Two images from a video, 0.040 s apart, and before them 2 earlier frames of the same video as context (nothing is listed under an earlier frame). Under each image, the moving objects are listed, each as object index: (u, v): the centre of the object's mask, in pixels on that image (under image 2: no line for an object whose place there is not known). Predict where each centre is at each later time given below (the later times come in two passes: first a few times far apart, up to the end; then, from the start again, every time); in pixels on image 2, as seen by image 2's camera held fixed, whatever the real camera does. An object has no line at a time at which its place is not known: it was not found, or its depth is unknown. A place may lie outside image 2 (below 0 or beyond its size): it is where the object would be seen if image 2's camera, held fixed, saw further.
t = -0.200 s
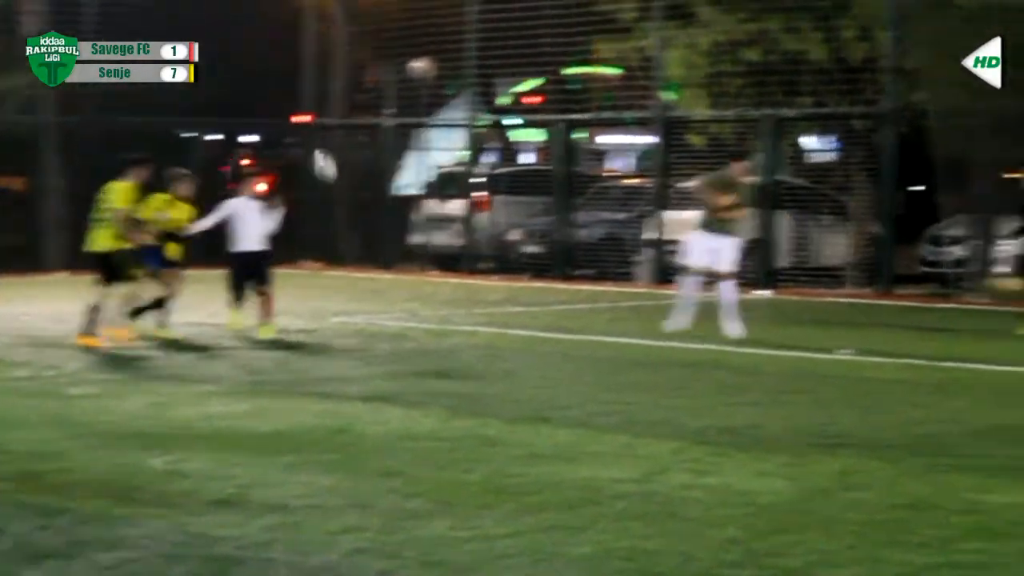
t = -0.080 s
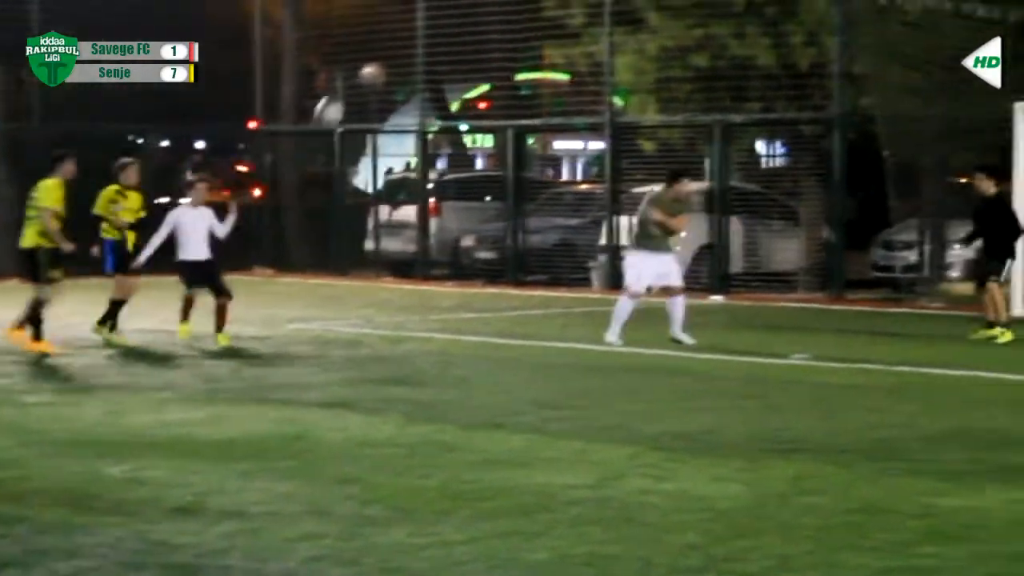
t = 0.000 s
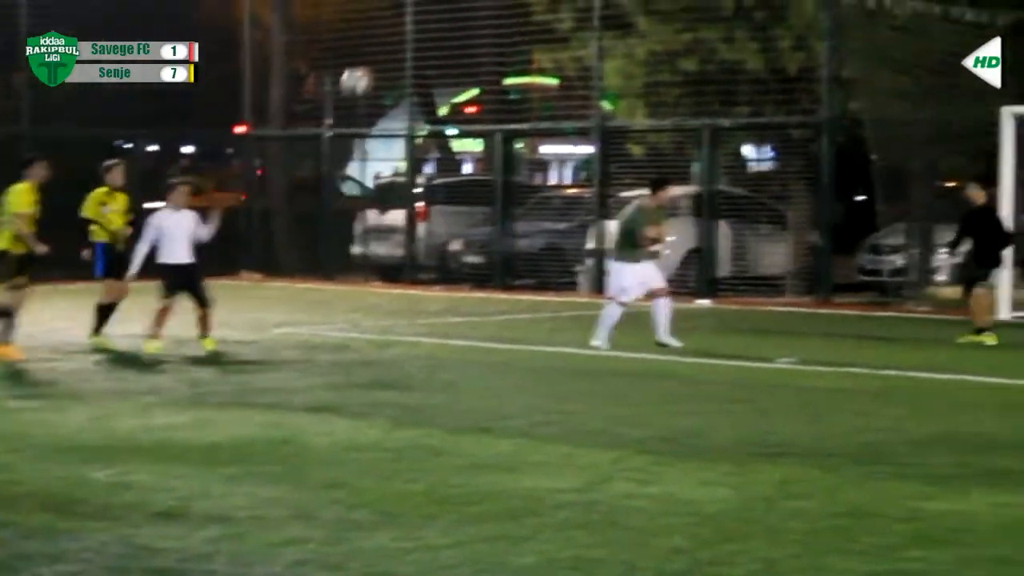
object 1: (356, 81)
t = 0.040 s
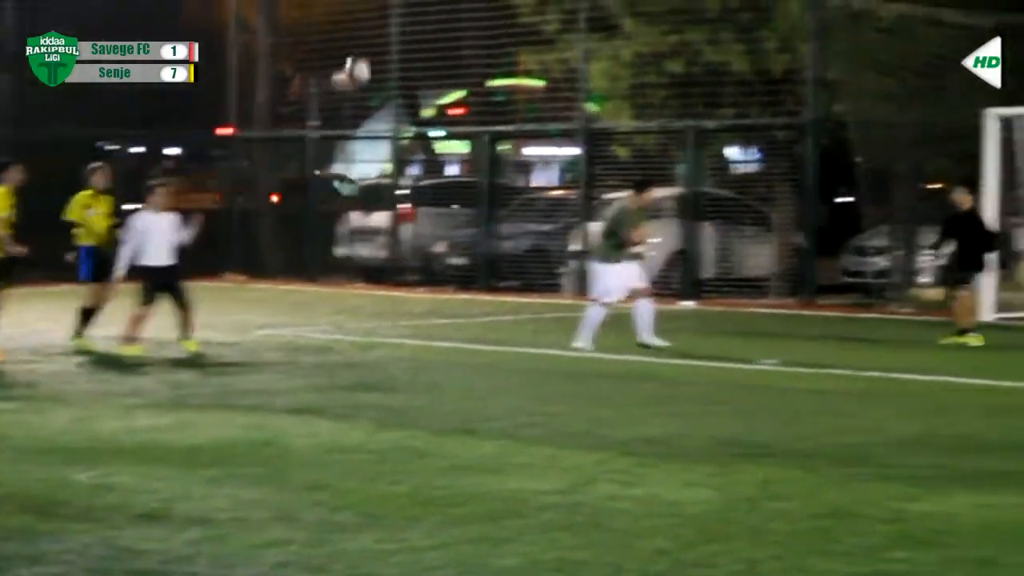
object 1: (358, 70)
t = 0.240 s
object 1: (457, 24)
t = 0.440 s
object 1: (565, 26)
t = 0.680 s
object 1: (706, 104)
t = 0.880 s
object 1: (834, 242)
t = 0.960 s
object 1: (888, 317)
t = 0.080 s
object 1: (377, 57)
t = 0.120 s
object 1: (397, 47)
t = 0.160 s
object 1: (416, 38)
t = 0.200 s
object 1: (436, 31)
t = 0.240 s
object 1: (457, 24)
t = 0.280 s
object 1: (478, 22)
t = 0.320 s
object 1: (499, 20)
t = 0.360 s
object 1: (521, 20)
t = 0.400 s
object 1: (543, 23)
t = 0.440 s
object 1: (565, 26)
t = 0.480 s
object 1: (587, 34)
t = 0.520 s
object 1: (610, 41)
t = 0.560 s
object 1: (633, 54)
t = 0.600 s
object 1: (657, 68)
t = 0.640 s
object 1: (682, 82)
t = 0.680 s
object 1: (706, 104)
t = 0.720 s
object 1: (731, 125)
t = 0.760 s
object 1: (756, 151)
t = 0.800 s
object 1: (782, 176)
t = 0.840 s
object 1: (808, 207)
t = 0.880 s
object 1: (834, 242)
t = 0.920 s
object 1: (862, 276)
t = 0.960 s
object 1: (888, 317)
